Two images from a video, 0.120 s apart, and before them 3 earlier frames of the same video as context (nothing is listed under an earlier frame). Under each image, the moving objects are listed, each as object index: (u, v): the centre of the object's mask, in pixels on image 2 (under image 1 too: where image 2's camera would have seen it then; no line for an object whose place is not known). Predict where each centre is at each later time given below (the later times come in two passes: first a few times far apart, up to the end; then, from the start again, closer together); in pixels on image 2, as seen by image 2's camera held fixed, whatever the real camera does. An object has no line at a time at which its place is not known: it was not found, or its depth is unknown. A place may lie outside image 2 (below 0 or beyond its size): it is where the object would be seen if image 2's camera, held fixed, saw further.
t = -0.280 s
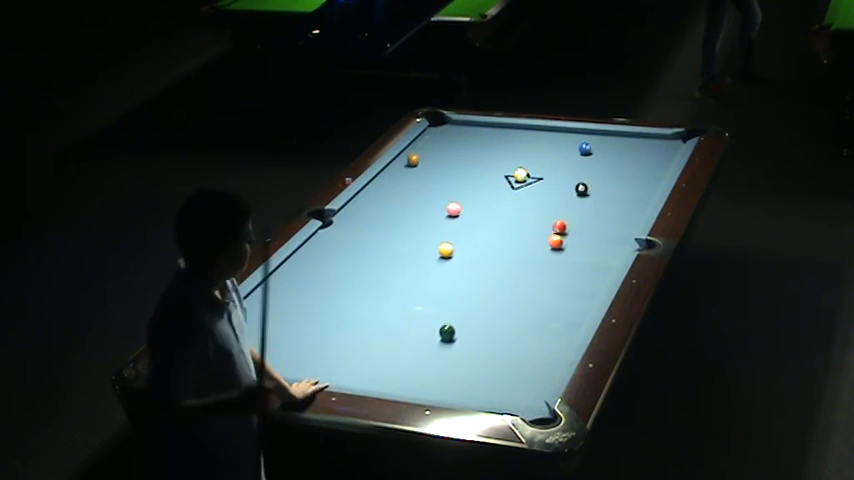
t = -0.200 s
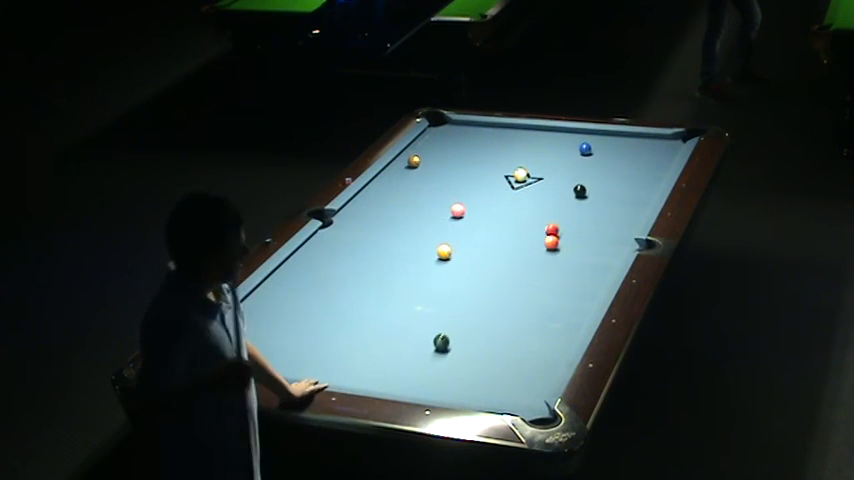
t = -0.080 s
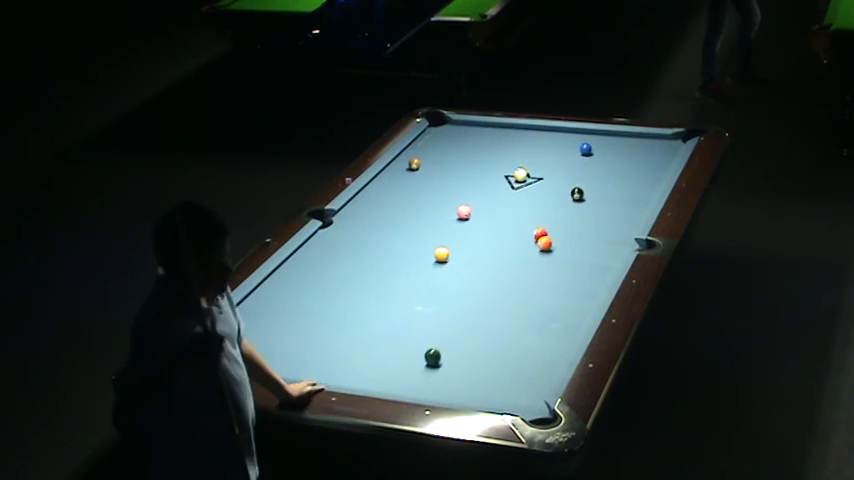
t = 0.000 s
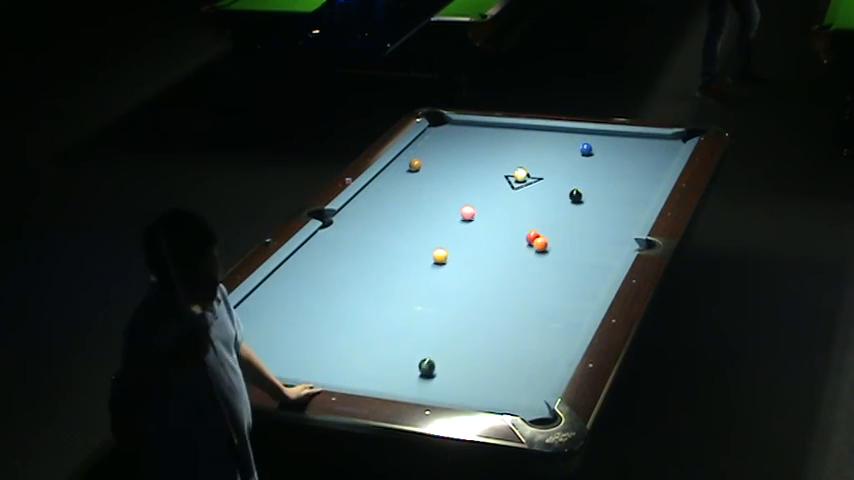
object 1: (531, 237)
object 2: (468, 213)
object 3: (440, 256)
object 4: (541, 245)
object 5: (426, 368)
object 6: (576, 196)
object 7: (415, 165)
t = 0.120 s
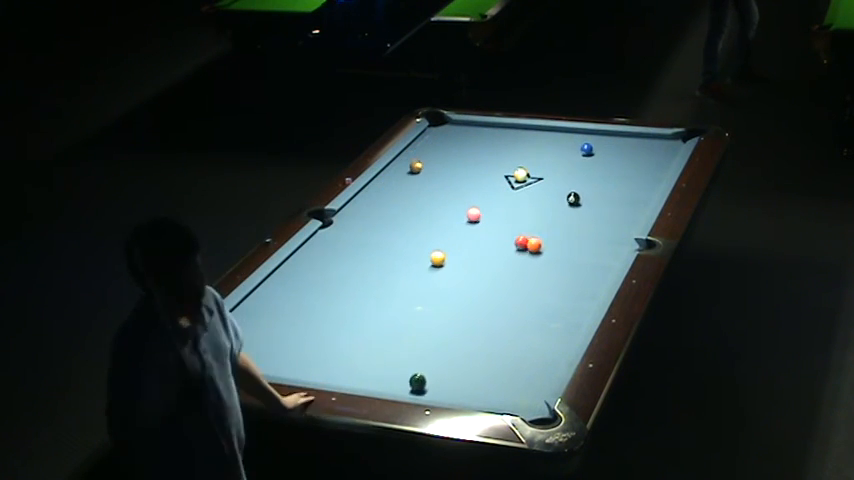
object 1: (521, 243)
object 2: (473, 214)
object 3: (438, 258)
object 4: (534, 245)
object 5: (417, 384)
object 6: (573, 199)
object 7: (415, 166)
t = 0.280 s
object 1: (507, 249)
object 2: (481, 216)
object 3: (435, 261)
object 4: (527, 247)
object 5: (415, 388)
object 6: (570, 203)
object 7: (416, 170)
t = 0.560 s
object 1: (481, 260)
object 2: (493, 220)
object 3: (430, 266)
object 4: (513, 249)
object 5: (433, 369)
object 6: (565, 208)
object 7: (417, 173)
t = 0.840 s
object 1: (456, 270)
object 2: (505, 223)
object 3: (425, 270)
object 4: (502, 251)
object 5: (448, 349)
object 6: (561, 214)
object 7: (419, 177)
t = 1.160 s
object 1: (429, 281)
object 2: (516, 226)
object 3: (421, 272)
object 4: (491, 253)
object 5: (465, 329)
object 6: (557, 220)
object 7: (420, 180)
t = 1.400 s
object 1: (408, 289)
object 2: (524, 228)
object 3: (421, 276)
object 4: (483, 254)
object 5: (476, 316)
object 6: (554, 223)
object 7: (420, 183)
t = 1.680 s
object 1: (385, 299)
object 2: (532, 230)
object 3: (420, 278)
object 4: (476, 255)
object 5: (488, 302)
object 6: (552, 227)
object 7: (421, 184)
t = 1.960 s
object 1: (363, 307)
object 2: (538, 232)
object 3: (420, 279)
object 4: (470, 256)
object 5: (499, 289)
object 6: (551, 231)
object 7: (421, 186)
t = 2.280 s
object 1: (339, 317)
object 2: (540, 235)
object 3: (420, 280)
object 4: (466, 257)
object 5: (511, 276)
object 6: (555, 232)
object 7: (421, 187)
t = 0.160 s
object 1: (517, 244)
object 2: (475, 215)
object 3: (437, 259)
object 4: (532, 246)
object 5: (414, 387)
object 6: (573, 200)
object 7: (416, 166)
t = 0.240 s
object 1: (510, 248)
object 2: (479, 216)
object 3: (435, 261)
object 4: (528, 247)
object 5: (413, 389)
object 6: (571, 202)
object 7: (416, 169)
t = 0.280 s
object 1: (507, 249)
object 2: (481, 216)
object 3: (435, 261)
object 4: (527, 247)
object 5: (415, 388)
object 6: (570, 203)
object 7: (416, 170)
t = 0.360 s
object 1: (499, 252)
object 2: (484, 217)
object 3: (433, 263)
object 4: (522, 247)
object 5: (421, 384)
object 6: (569, 205)
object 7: (417, 171)
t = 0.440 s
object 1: (492, 255)
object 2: (488, 218)
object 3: (432, 264)
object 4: (519, 248)
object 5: (425, 378)
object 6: (567, 206)
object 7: (417, 172)
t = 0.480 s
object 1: (488, 257)
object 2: (490, 218)
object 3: (431, 265)
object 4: (517, 248)
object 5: (428, 375)
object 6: (567, 207)
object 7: (417, 172)
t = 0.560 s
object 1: (481, 260)
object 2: (493, 220)
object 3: (430, 266)
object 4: (513, 249)
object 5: (433, 369)
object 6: (565, 208)
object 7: (417, 173)
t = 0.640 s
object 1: (474, 263)
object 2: (497, 221)
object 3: (428, 267)
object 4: (510, 250)
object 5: (437, 363)
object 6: (564, 210)
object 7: (418, 175)
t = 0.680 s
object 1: (470, 264)
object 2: (498, 221)
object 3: (428, 268)
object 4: (509, 250)
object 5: (440, 360)
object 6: (563, 211)
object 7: (418, 175)
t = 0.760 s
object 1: (463, 267)
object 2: (502, 222)
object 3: (427, 269)
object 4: (505, 251)
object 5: (444, 355)
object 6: (562, 213)
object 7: (419, 176)
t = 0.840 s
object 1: (456, 270)
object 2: (505, 223)
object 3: (425, 270)
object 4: (502, 251)
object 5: (448, 349)
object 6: (561, 214)
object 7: (419, 177)
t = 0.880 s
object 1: (452, 272)
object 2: (506, 223)
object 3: (425, 270)
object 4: (501, 251)
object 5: (451, 347)
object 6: (560, 215)
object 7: (419, 177)
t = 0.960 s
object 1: (445, 274)
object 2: (509, 224)
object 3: (424, 271)
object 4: (498, 252)
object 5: (455, 341)
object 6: (559, 216)
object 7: (419, 178)
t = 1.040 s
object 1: (439, 277)
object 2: (512, 225)
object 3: (423, 273)
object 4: (495, 252)
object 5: (459, 337)
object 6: (558, 217)
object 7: (420, 179)
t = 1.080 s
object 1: (435, 279)
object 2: (514, 225)
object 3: (422, 273)
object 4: (494, 252)
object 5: (461, 334)
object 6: (557, 218)
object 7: (420, 179)
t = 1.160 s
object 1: (429, 281)
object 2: (516, 226)
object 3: (421, 272)
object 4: (491, 253)
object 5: (465, 329)
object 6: (557, 220)
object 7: (420, 180)
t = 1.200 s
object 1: (425, 282)
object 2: (518, 226)
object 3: (421, 271)
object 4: (489, 253)
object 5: (467, 327)
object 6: (556, 220)
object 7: (420, 181)
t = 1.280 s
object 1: (418, 286)
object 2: (520, 227)
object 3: (422, 273)
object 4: (487, 253)
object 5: (470, 323)
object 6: (555, 221)
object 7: (420, 182)
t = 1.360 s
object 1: (411, 288)
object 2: (523, 228)
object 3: (421, 275)
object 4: (485, 254)
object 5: (474, 318)
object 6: (554, 222)
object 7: (420, 182)
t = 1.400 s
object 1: (408, 289)
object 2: (524, 228)
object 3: (421, 276)
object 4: (483, 254)
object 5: (476, 316)
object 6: (554, 223)
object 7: (420, 183)
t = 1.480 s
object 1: (401, 292)
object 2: (526, 229)
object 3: (420, 277)
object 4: (481, 254)
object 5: (479, 312)
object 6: (553, 224)
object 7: (421, 183)
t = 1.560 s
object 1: (394, 295)
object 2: (529, 229)
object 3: (420, 277)
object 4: (479, 255)
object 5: (483, 308)
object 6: (553, 225)
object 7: (421, 184)
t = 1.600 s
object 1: (391, 296)
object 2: (530, 230)
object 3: (420, 278)
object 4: (478, 255)
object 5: (485, 306)
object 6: (552, 226)
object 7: (421, 184)
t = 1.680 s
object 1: (385, 299)
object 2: (532, 230)
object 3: (420, 278)
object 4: (476, 255)
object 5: (488, 302)
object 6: (552, 227)
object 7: (421, 184)
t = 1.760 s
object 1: (378, 301)
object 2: (534, 231)
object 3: (420, 279)
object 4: (474, 256)
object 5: (491, 298)
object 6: (552, 228)
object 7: (421, 185)
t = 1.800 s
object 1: (375, 302)
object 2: (535, 231)
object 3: (420, 279)
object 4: (473, 256)
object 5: (493, 297)
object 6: (551, 229)
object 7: (421, 185)
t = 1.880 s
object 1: (369, 305)
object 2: (537, 232)
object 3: (420, 279)
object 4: (472, 256)
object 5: (496, 293)
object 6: (551, 230)
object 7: (421, 185)
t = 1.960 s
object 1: (363, 307)
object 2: (538, 232)
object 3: (420, 279)
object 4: (470, 256)
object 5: (499, 289)
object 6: (551, 231)
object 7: (421, 186)
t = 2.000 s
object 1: (360, 309)
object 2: (538, 233)
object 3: (420, 279)
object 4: (470, 256)
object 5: (501, 288)
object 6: (552, 231)
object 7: (421, 185)
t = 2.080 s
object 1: (354, 311)
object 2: (539, 234)
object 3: (420, 280)
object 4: (468, 256)
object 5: (503, 284)
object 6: (553, 231)
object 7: (422, 186)
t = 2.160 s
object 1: (347, 313)
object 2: (539, 235)
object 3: (420, 280)
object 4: (468, 257)
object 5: (506, 281)
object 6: (553, 231)
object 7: (422, 186)
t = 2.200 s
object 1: (344, 315)
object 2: (539, 235)
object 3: (420, 280)
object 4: (467, 257)
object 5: (508, 279)
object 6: (554, 232)
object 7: (421, 186)
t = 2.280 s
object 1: (339, 317)
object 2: (540, 235)
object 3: (420, 280)
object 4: (466, 257)
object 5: (511, 276)
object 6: (555, 232)
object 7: (421, 187)
